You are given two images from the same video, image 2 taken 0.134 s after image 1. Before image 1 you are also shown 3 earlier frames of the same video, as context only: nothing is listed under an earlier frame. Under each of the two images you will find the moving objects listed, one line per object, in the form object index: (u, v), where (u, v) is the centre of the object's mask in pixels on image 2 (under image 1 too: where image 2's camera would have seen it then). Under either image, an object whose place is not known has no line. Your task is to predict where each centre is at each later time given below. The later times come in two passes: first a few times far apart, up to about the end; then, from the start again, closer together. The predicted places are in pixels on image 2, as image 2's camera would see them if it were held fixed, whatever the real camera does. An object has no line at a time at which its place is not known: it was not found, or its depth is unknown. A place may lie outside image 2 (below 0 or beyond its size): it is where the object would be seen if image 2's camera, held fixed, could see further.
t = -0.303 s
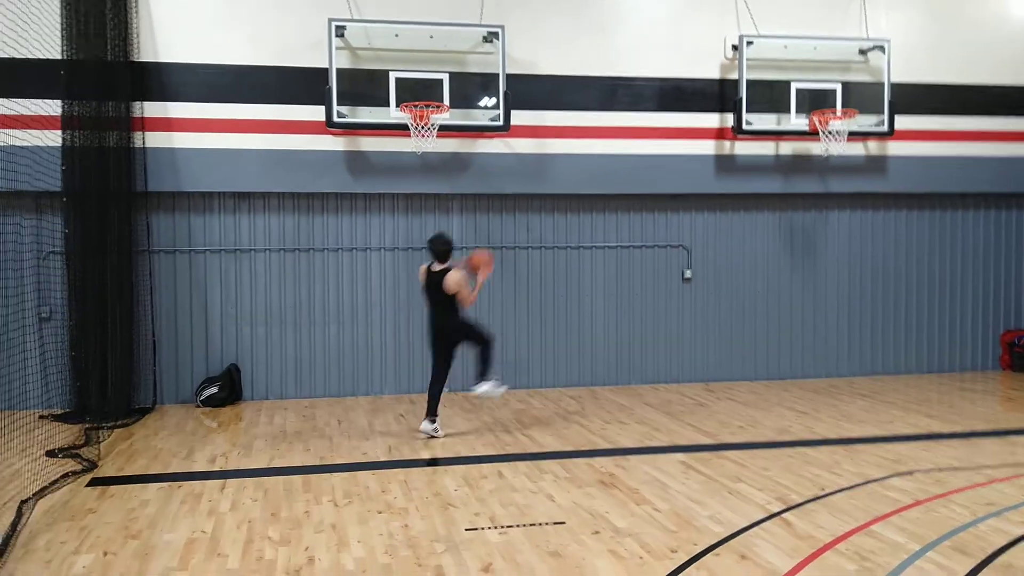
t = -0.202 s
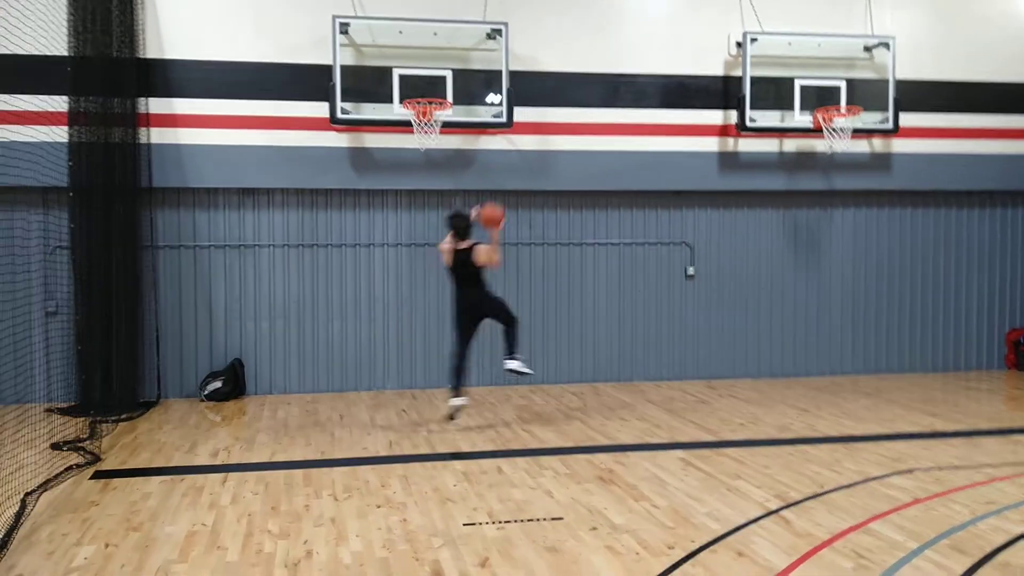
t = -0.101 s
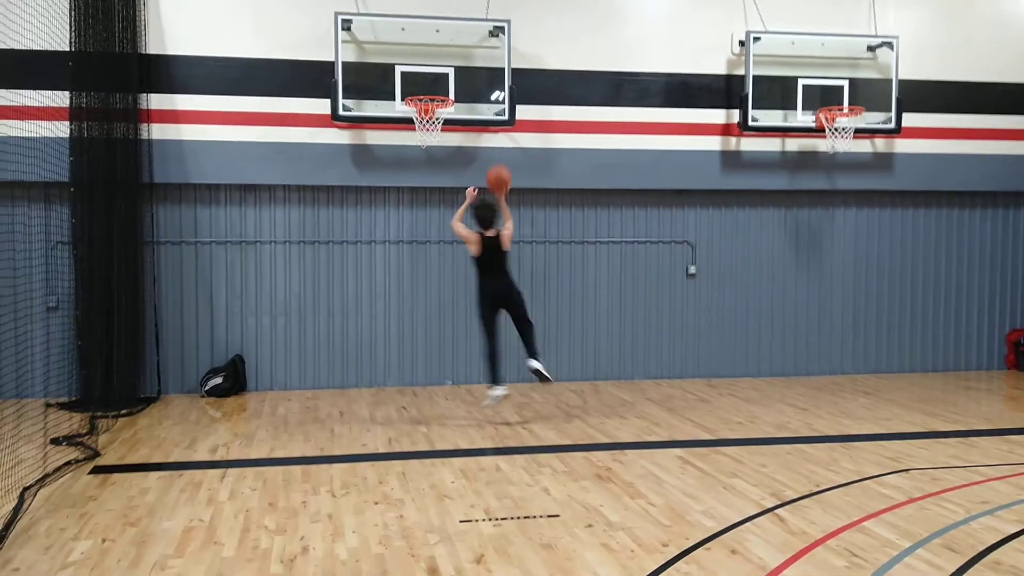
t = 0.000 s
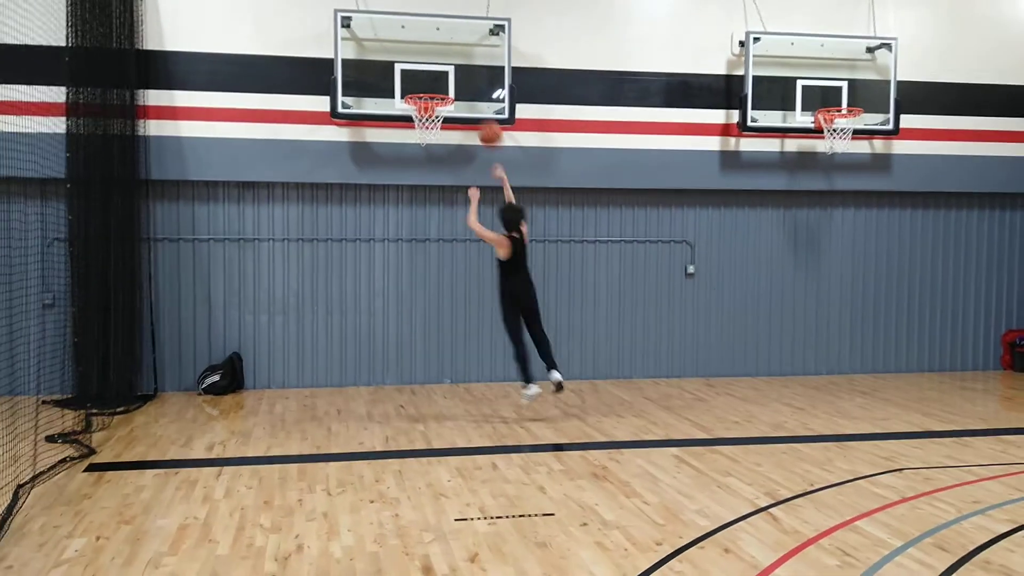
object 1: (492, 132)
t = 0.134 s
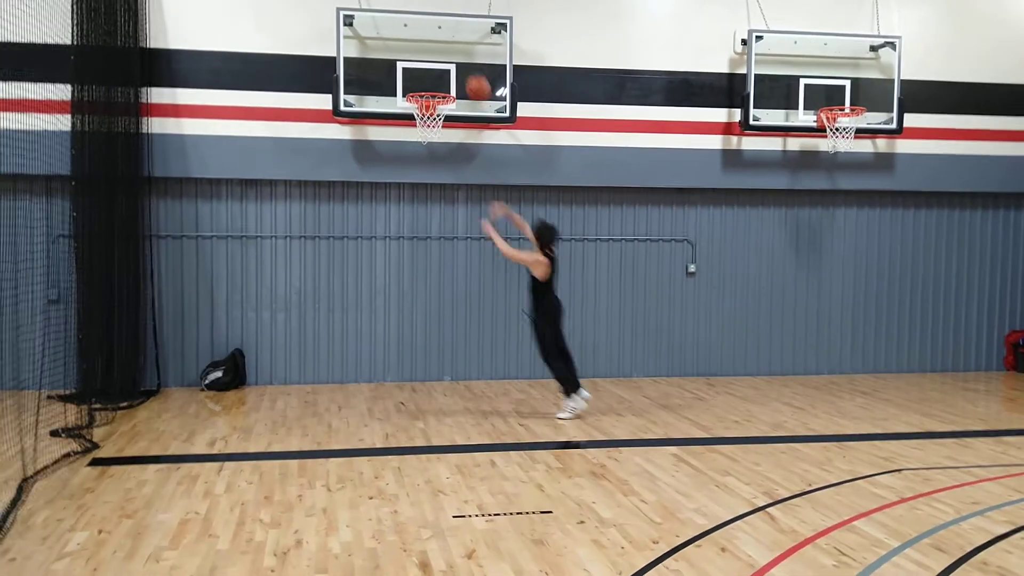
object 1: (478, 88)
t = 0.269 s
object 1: (466, 64)
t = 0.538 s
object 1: (442, 72)
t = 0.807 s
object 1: (441, 109)
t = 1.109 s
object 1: (420, 156)
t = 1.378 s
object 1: (407, 264)
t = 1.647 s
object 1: (395, 358)
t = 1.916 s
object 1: (384, 267)
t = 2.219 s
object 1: (374, 245)
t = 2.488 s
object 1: (366, 294)
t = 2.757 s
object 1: (359, 356)
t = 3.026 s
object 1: (354, 318)
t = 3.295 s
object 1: (348, 345)
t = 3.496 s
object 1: (343, 358)
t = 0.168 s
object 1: (475, 81)
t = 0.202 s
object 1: (472, 74)
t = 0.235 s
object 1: (469, 68)
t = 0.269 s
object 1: (466, 64)
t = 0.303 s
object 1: (463, 61)
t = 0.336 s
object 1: (459, 59)
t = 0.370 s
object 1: (456, 58)
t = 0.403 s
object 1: (454, 59)
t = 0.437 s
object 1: (451, 60)
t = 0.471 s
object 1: (449, 63)
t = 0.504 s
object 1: (445, 67)
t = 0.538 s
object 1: (442, 72)
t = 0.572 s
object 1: (442, 76)
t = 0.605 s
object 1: (441, 81)
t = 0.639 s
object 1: (441, 83)
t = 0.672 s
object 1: (440, 87)
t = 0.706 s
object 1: (438, 96)
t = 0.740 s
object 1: (441, 108)
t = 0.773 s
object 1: (441, 108)
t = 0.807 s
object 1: (441, 109)
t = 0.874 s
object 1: (435, 126)
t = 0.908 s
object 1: (433, 126)
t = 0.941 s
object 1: (430, 127)
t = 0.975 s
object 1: (427, 130)
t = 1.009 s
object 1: (425, 134)
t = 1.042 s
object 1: (423, 141)
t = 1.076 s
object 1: (421, 149)
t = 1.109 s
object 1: (420, 156)
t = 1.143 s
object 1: (418, 165)
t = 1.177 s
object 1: (416, 176)
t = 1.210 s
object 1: (414, 188)
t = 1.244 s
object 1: (413, 200)
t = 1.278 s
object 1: (411, 215)
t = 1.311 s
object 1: (410, 230)
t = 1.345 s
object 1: (408, 245)
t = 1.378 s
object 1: (407, 264)
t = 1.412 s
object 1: (405, 283)
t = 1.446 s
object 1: (403, 300)
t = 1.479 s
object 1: (401, 320)
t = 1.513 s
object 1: (400, 340)
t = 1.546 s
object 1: (398, 363)
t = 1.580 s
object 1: (396, 384)
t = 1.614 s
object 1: (395, 374)
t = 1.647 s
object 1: (395, 358)
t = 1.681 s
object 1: (393, 343)
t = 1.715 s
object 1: (393, 328)
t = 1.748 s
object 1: (390, 315)
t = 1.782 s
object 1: (389, 303)
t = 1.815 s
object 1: (388, 292)
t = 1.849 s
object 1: (386, 283)
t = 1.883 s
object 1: (386, 274)
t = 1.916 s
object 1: (384, 267)
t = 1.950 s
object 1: (383, 260)
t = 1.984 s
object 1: (381, 255)
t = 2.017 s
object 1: (380, 250)
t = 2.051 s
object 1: (380, 246)
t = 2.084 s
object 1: (378, 244)
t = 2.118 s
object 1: (377, 243)
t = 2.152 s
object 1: (377, 242)
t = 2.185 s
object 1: (375, 243)
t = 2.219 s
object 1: (374, 245)
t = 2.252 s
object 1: (374, 246)
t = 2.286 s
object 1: (373, 250)
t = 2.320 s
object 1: (372, 256)
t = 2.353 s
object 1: (371, 261)
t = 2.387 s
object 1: (370, 268)
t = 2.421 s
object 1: (368, 275)
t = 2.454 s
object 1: (368, 284)
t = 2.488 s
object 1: (366, 294)
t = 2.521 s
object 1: (365, 305)
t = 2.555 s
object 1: (364, 317)
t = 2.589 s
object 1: (363, 330)
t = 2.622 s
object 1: (363, 343)
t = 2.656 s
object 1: (362, 358)
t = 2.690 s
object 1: (361, 372)
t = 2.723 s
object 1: (361, 370)
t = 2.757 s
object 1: (359, 356)
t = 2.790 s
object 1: (359, 347)
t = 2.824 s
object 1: (357, 339)
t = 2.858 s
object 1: (357, 333)
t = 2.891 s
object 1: (356, 327)
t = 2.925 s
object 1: (355, 324)
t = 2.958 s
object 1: (355, 321)
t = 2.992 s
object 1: (354, 319)
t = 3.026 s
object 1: (354, 318)
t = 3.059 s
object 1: (353, 318)
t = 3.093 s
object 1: (352, 319)
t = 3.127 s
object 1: (351, 321)
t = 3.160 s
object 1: (350, 324)
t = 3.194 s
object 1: (350, 327)
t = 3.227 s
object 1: (349, 332)
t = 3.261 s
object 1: (349, 338)
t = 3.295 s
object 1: (348, 345)
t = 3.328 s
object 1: (347, 352)
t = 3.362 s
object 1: (346, 362)
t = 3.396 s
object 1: (345, 372)
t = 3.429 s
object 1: (345, 373)
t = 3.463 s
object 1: (344, 365)
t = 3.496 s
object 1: (343, 358)
